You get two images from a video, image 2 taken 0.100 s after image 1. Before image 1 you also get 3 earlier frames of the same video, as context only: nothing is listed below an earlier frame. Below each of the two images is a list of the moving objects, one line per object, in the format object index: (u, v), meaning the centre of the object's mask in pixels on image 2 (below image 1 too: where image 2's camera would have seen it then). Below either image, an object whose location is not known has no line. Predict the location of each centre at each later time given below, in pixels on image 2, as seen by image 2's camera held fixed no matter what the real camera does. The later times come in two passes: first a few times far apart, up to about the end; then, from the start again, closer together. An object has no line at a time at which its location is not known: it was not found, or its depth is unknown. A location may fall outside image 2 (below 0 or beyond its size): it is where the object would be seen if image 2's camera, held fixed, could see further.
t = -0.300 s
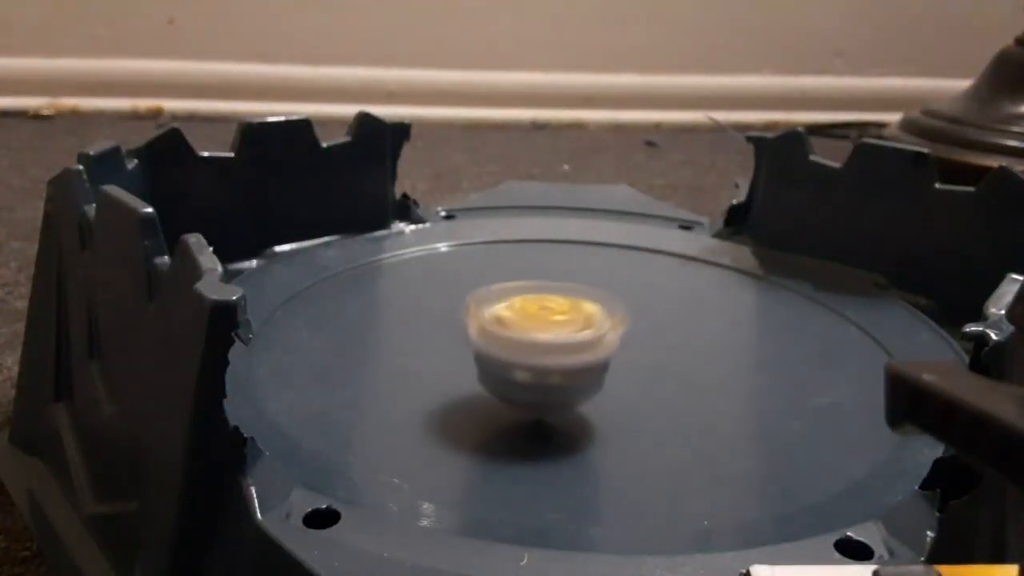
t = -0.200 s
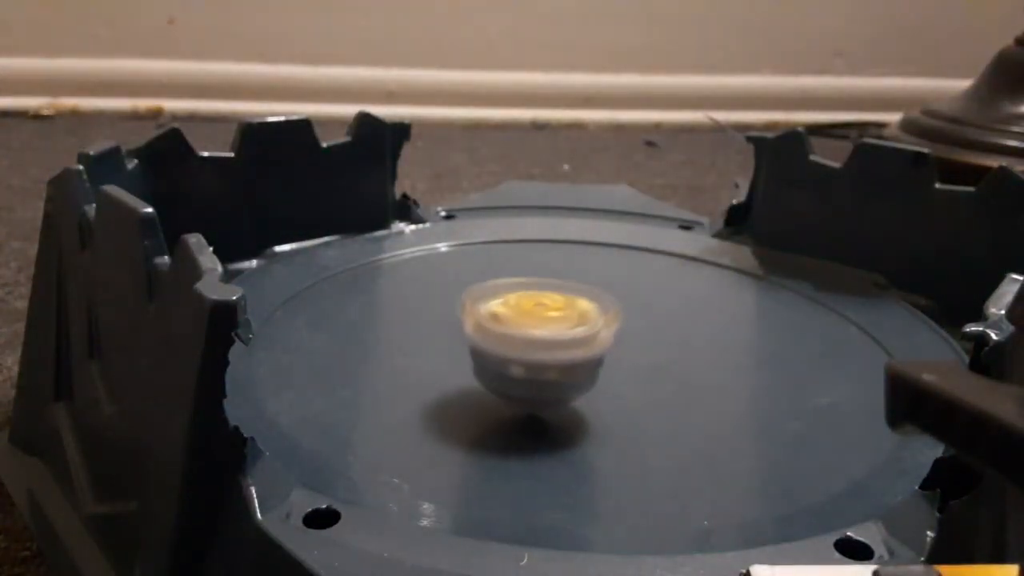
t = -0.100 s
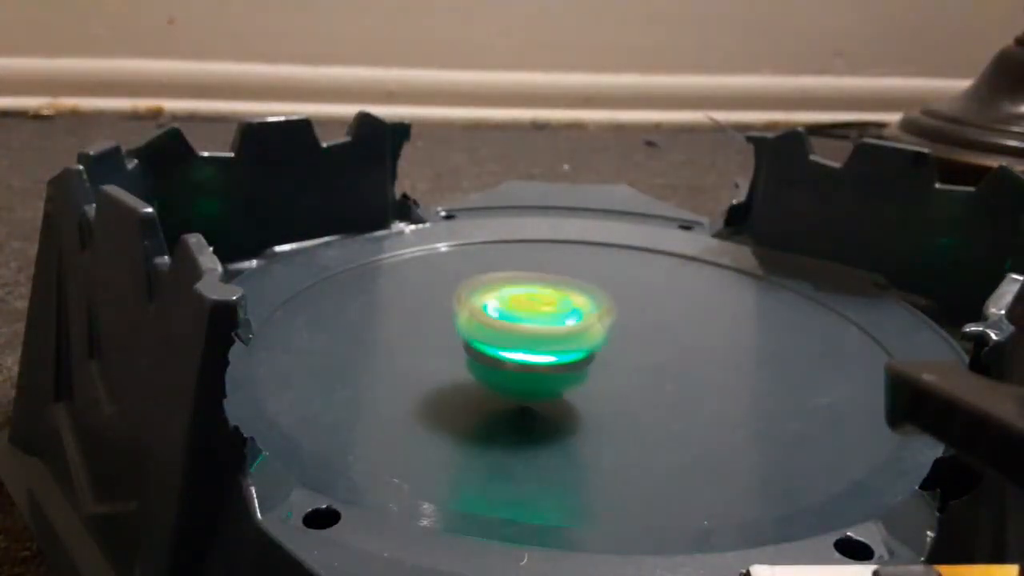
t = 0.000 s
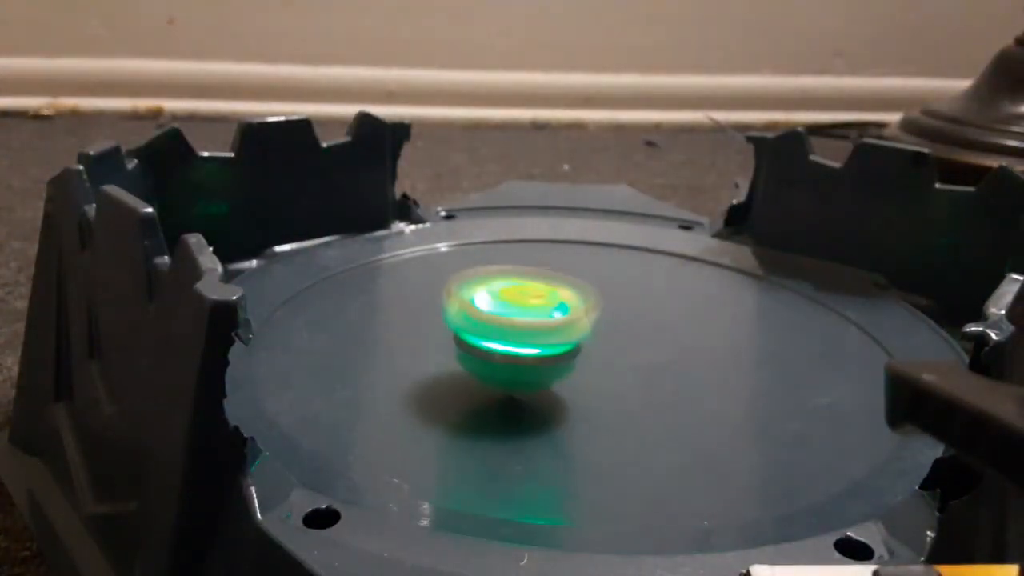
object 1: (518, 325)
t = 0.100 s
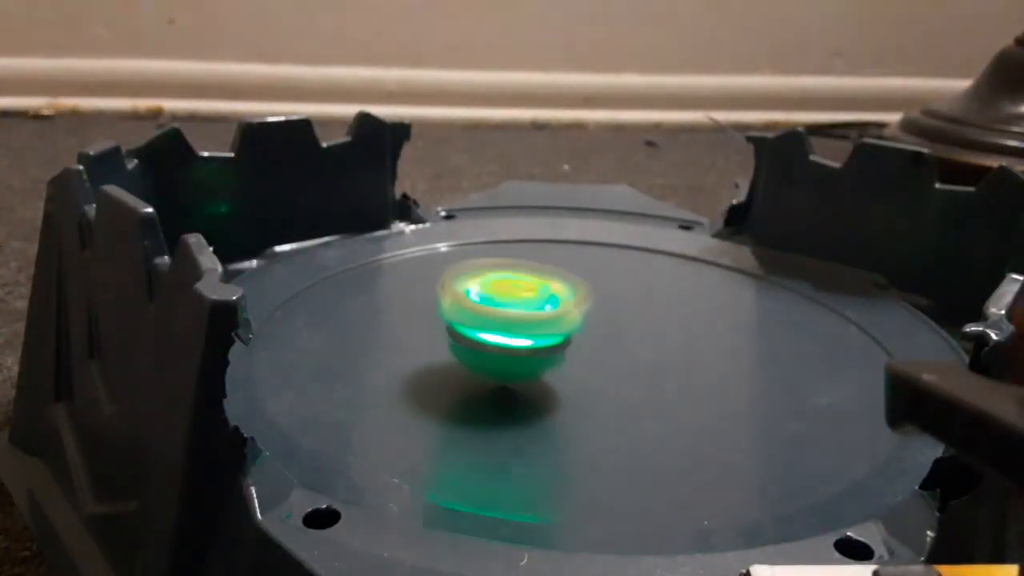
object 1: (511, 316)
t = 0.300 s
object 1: (491, 299)
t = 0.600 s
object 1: (453, 294)
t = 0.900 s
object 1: (585, 293)
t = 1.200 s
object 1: (538, 241)
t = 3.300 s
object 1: (316, 246)
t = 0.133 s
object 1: (508, 314)
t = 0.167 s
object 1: (506, 311)
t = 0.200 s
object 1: (503, 308)
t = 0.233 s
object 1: (502, 306)
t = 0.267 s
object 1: (496, 303)
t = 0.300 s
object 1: (491, 299)
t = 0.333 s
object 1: (482, 297)
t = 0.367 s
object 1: (473, 293)
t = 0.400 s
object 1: (465, 291)
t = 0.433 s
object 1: (458, 289)
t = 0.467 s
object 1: (452, 288)
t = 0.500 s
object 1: (449, 289)
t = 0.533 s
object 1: (446, 290)
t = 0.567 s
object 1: (448, 292)
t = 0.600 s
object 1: (453, 294)
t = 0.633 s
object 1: (463, 297)
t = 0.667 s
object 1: (474, 302)
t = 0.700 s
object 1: (488, 304)
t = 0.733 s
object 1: (502, 305)
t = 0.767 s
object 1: (521, 305)
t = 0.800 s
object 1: (538, 304)
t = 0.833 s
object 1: (556, 301)
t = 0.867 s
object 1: (572, 297)
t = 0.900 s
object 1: (585, 293)
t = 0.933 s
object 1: (595, 286)
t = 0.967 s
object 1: (601, 278)
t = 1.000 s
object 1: (602, 271)
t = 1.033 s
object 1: (599, 265)
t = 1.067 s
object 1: (593, 257)
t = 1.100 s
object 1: (584, 251)
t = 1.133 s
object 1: (570, 245)
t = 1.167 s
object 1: (555, 242)
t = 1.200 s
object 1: (538, 241)
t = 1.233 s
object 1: (520, 242)
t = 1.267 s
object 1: (503, 245)
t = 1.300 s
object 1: (487, 251)
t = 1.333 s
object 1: (473, 262)
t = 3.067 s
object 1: (631, 195)
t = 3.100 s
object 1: (575, 191)
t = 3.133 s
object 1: (524, 191)
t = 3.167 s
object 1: (475, 194)
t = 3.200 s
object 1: (426, 200)
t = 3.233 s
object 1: (386, 215)
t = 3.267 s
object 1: (349, 230)
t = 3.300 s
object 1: (316, 246)
